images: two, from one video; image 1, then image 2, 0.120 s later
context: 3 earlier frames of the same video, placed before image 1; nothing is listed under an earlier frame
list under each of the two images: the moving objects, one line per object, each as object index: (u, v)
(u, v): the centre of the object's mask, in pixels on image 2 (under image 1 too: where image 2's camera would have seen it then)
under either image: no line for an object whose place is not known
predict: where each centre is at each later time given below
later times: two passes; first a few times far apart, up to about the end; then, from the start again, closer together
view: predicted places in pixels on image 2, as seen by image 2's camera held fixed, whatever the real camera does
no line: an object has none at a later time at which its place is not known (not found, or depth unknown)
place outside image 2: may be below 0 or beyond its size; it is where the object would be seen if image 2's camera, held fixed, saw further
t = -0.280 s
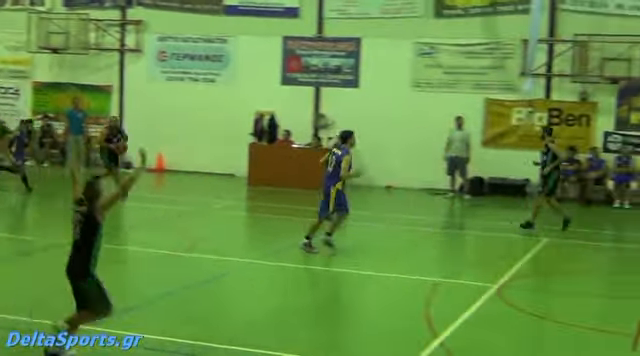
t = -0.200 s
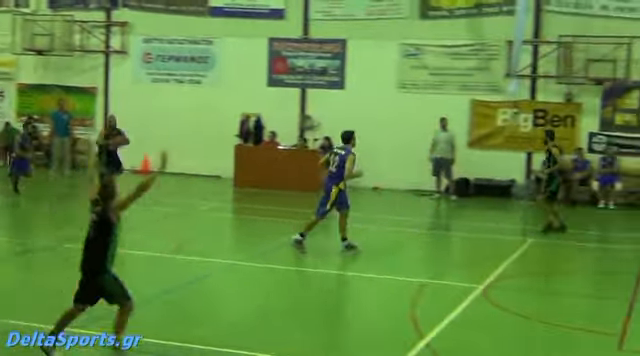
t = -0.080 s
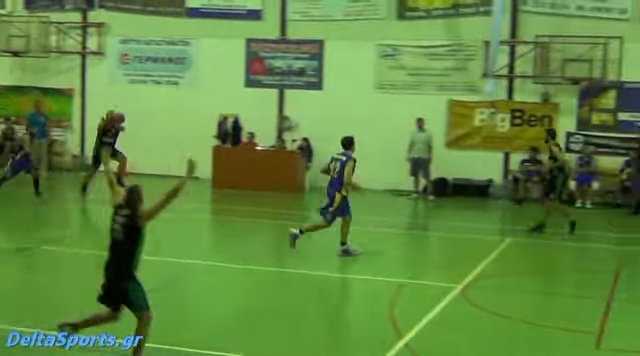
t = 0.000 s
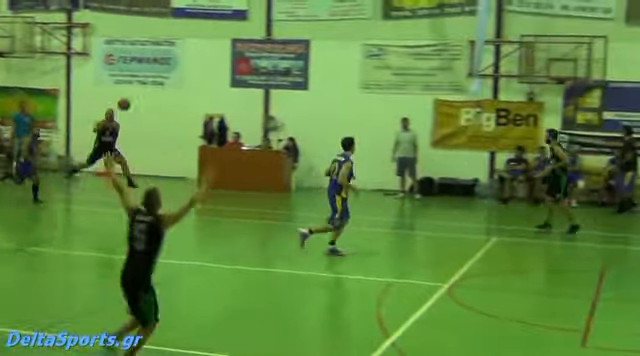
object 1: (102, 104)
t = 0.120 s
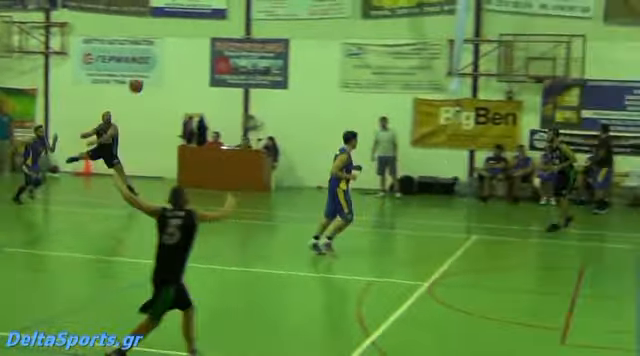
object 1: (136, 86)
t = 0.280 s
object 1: (187, 70)
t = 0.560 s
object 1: (301, 72)
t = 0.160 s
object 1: (148, 81)
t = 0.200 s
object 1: (160, 77)
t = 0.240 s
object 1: (174, 73)
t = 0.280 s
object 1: (187, 70)
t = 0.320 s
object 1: (201, 68)
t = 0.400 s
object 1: (230, 64)
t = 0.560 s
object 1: (301, 72)
